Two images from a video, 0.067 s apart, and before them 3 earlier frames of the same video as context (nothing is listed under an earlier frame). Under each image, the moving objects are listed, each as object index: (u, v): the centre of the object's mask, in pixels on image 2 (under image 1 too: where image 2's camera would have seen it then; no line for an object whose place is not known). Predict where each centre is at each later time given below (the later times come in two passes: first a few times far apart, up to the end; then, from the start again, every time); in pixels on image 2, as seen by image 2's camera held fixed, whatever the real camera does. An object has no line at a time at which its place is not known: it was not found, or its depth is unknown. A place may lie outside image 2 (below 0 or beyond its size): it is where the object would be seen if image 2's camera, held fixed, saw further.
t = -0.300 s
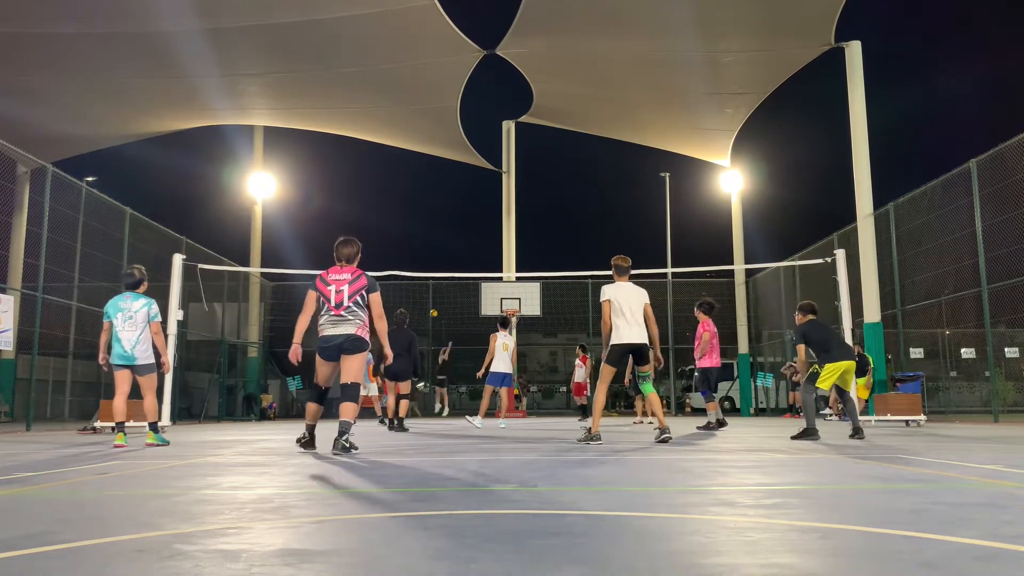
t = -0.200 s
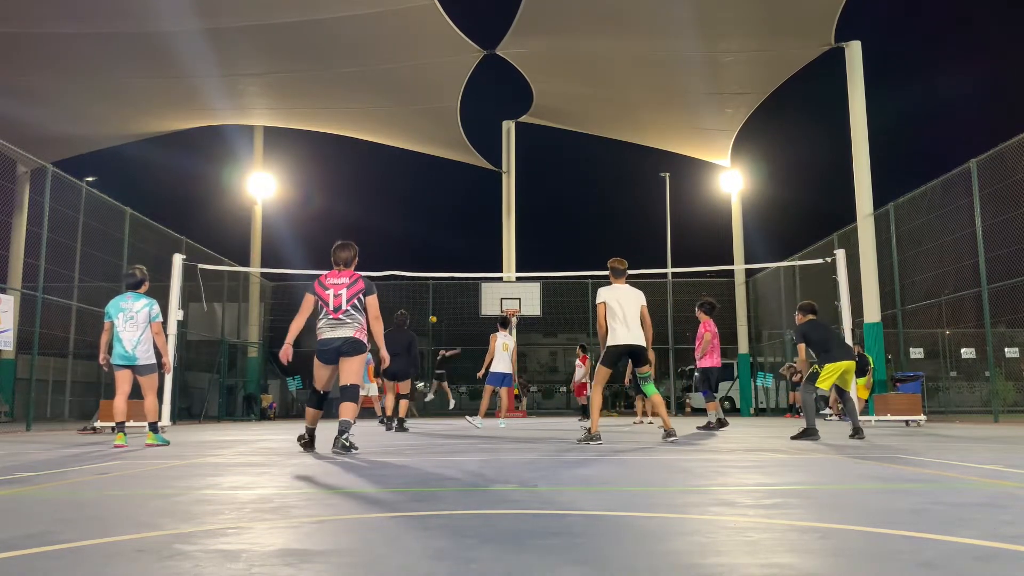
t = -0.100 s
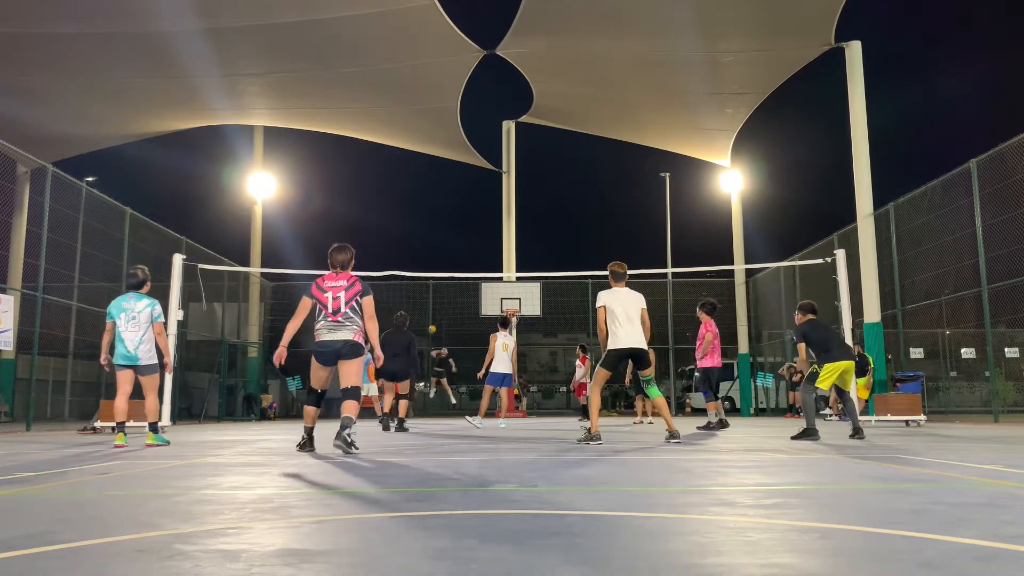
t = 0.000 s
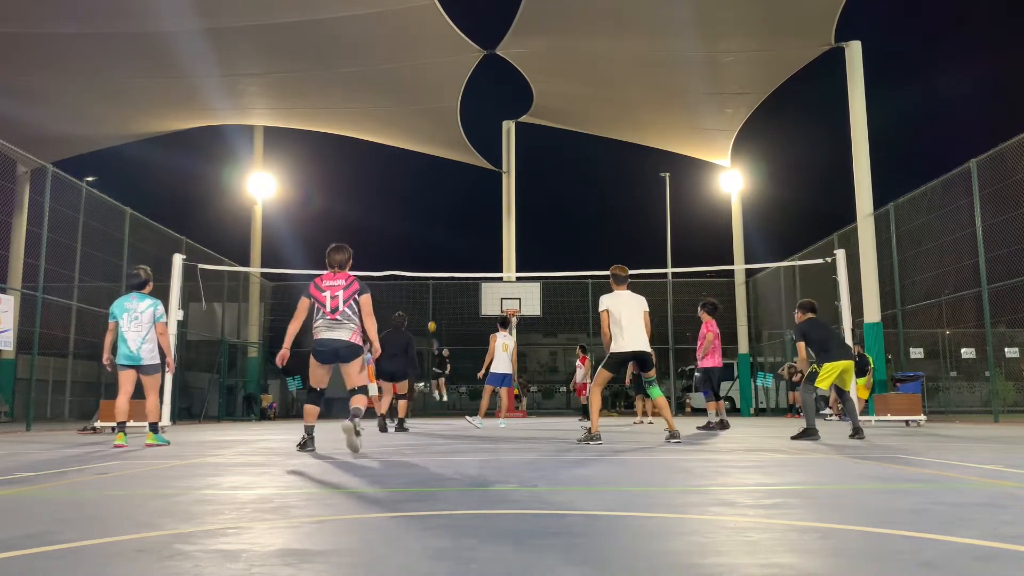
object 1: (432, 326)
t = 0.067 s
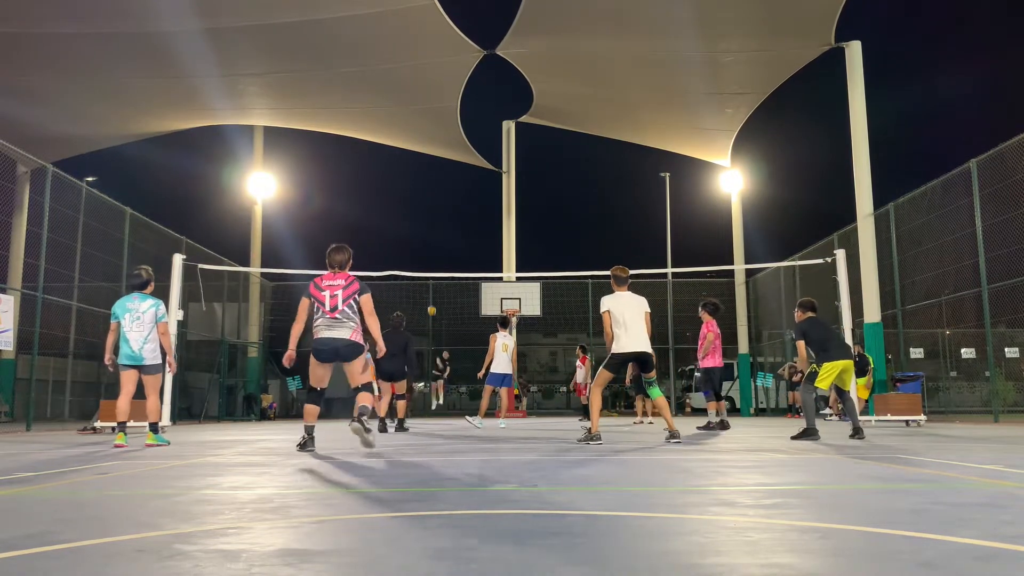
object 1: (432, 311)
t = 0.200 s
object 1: (430, 281)
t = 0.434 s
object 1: (421, 234)
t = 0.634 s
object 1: (409, 201)
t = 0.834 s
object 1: (390, 179)
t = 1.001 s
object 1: (365, 176)
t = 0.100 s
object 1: (431, 303)
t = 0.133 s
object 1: (431, 295)
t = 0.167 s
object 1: (430, 288)
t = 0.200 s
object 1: (430, 281)
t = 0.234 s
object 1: (429, 273)
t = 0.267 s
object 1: (428, 267)
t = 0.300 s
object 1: (427, 260)
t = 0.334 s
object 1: (426, 253)
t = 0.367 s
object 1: (425, 246)
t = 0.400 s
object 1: (423, 240)
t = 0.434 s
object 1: (421, 234)
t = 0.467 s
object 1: (420, 228)
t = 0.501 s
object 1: (418, 222)
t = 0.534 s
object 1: (416, 216)
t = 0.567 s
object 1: (414, 211)
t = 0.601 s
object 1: (412, 206)
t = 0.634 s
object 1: (409, 201)
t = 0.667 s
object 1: (407, 196)
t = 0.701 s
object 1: (404, 192)
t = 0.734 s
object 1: (401, 188)
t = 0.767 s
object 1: (397, 184)
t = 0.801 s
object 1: (394, 181)
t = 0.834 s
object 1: (390, 179)
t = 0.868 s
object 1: (386, 176)
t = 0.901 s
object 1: (381, 175)
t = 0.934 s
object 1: (376, 174)
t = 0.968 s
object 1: (371, 174)
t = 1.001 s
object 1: (365, 176)
